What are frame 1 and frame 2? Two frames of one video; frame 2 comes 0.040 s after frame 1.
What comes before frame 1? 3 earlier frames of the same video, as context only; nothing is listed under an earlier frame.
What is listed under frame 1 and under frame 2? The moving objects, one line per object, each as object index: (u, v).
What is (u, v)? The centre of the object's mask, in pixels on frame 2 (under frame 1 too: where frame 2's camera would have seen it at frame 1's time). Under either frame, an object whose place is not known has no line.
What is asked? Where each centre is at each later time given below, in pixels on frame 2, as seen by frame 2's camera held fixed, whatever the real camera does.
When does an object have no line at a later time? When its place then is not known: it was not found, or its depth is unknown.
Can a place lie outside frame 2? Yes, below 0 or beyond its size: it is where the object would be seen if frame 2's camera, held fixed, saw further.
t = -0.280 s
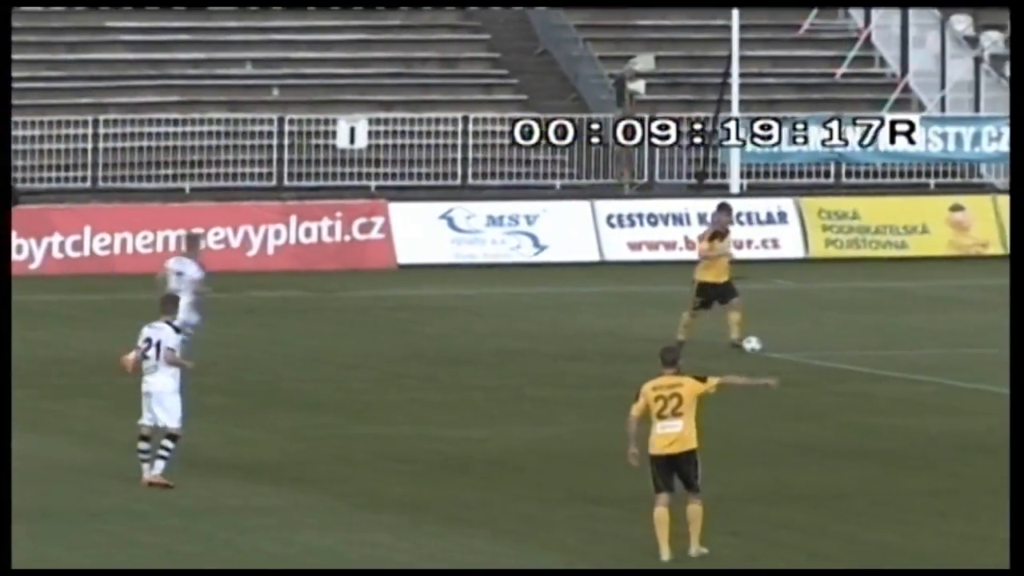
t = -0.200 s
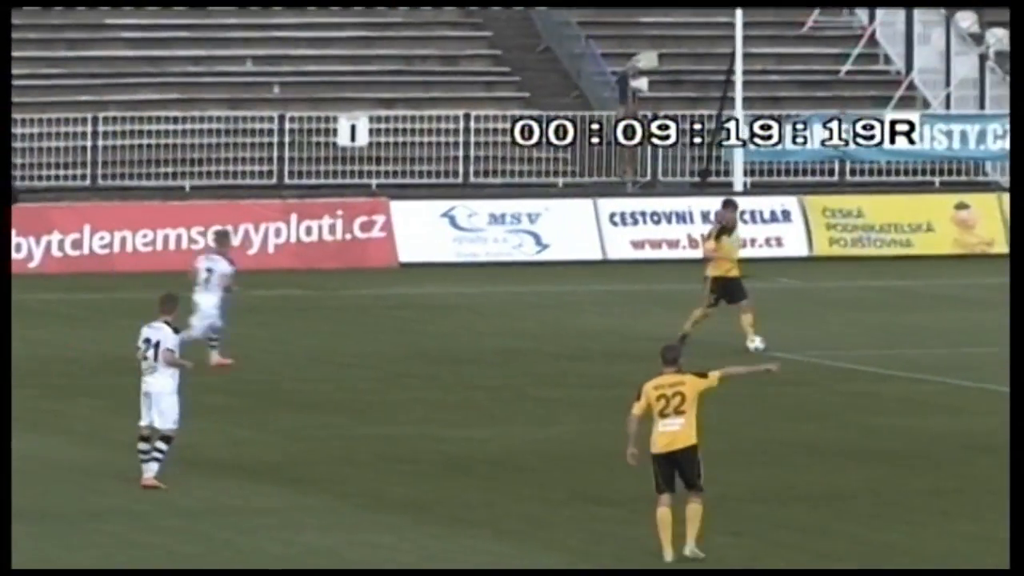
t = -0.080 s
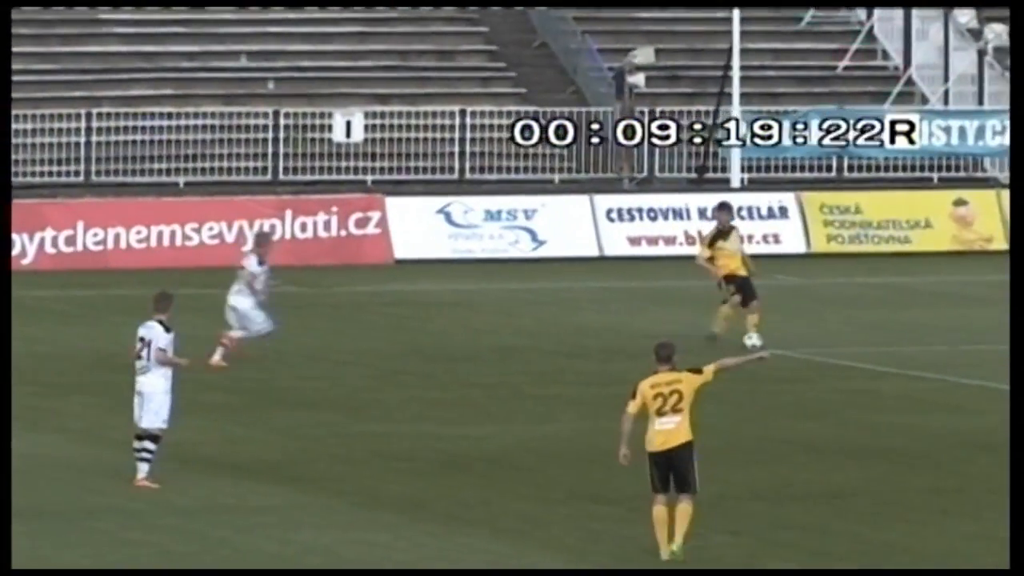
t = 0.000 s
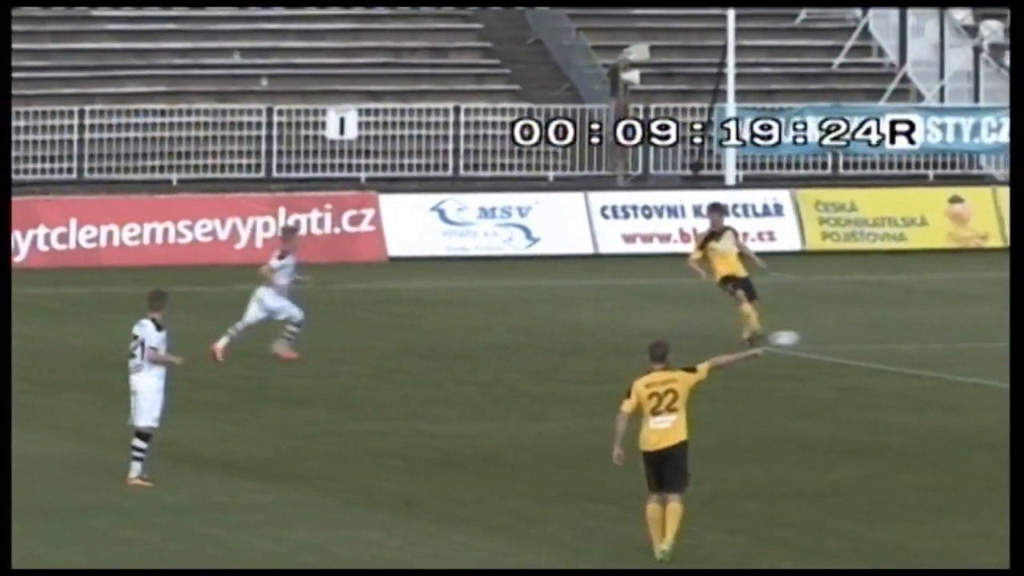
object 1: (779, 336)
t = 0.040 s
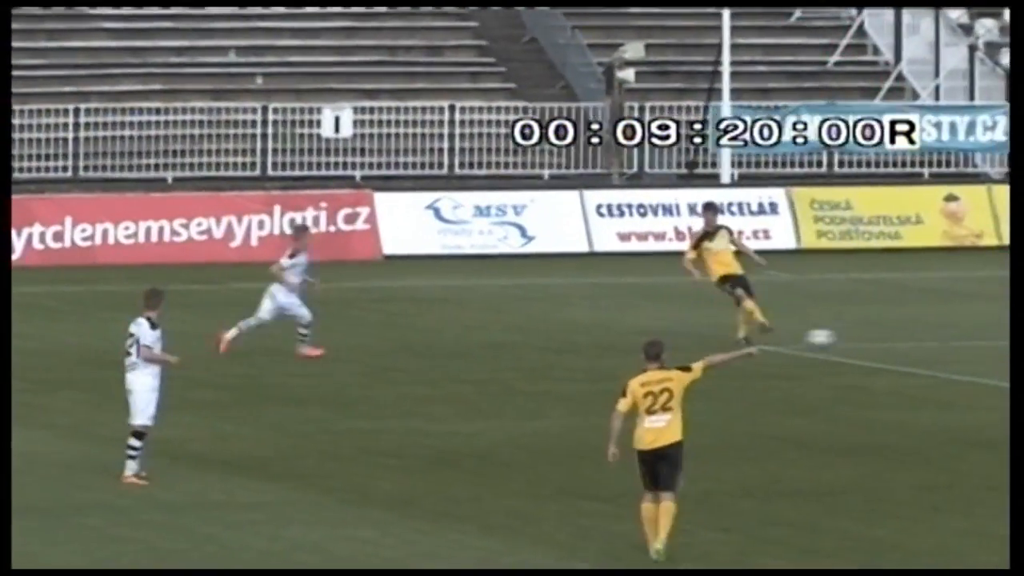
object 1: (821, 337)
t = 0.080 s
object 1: (860, 338)
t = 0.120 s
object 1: (898, 341)
